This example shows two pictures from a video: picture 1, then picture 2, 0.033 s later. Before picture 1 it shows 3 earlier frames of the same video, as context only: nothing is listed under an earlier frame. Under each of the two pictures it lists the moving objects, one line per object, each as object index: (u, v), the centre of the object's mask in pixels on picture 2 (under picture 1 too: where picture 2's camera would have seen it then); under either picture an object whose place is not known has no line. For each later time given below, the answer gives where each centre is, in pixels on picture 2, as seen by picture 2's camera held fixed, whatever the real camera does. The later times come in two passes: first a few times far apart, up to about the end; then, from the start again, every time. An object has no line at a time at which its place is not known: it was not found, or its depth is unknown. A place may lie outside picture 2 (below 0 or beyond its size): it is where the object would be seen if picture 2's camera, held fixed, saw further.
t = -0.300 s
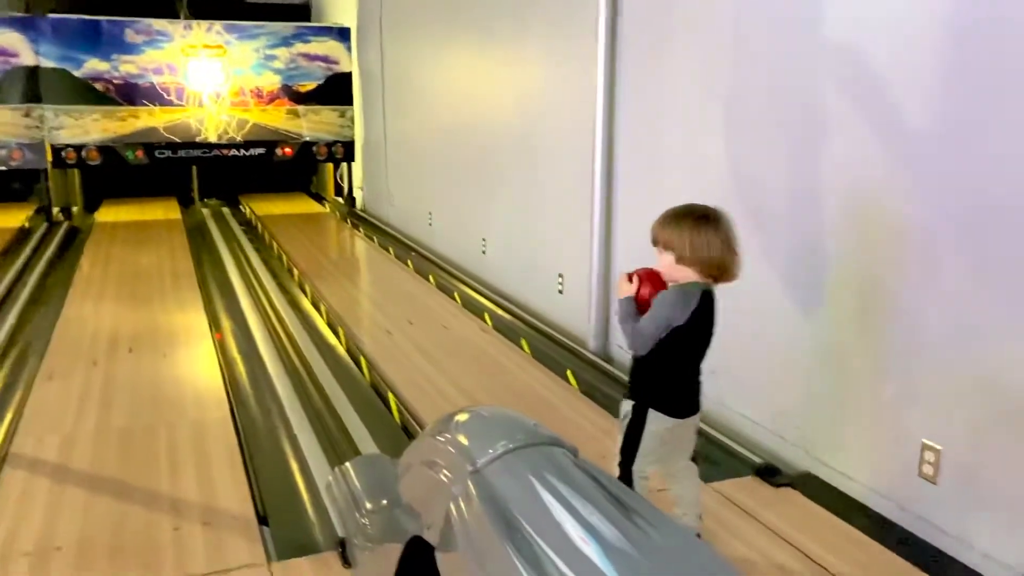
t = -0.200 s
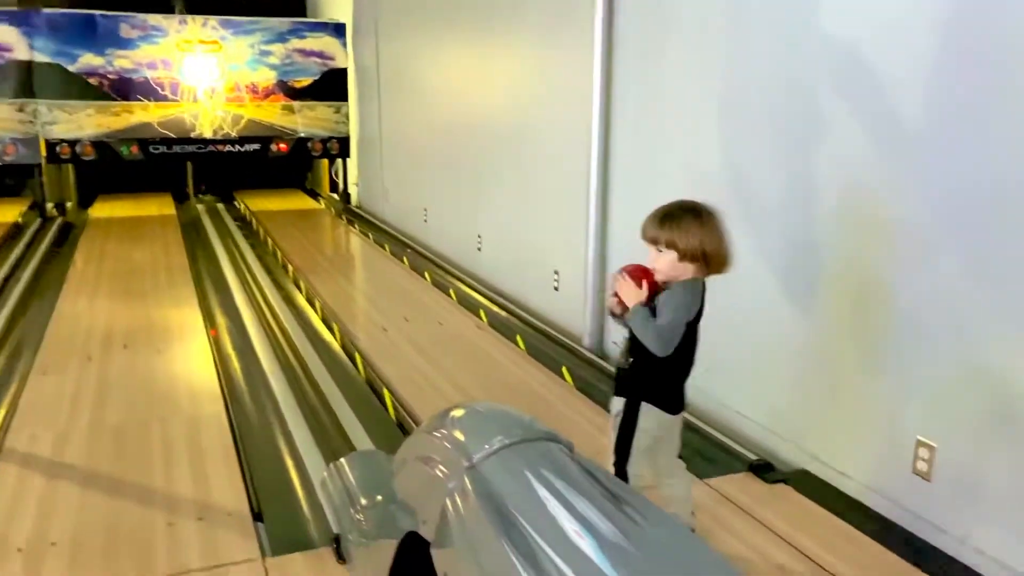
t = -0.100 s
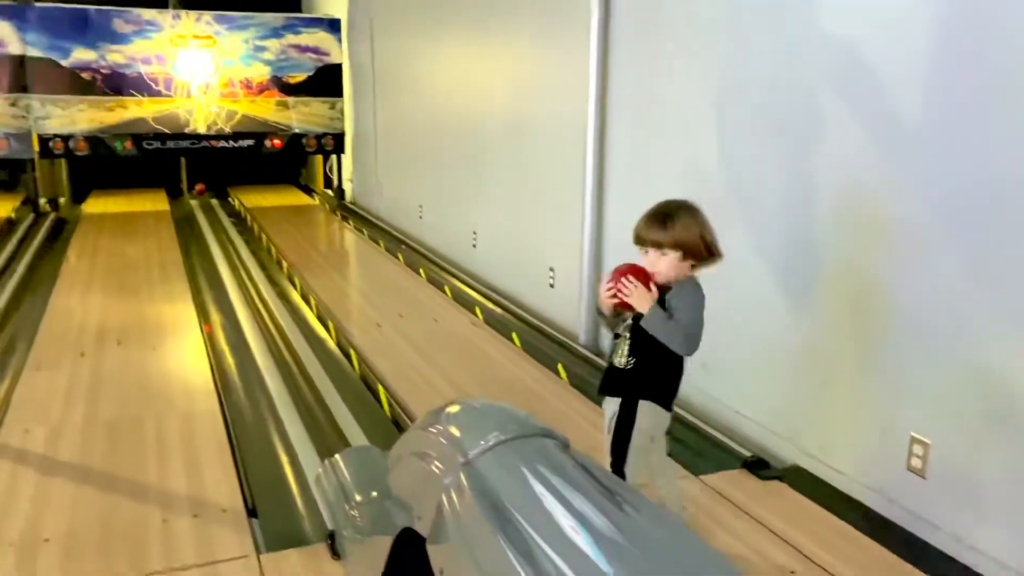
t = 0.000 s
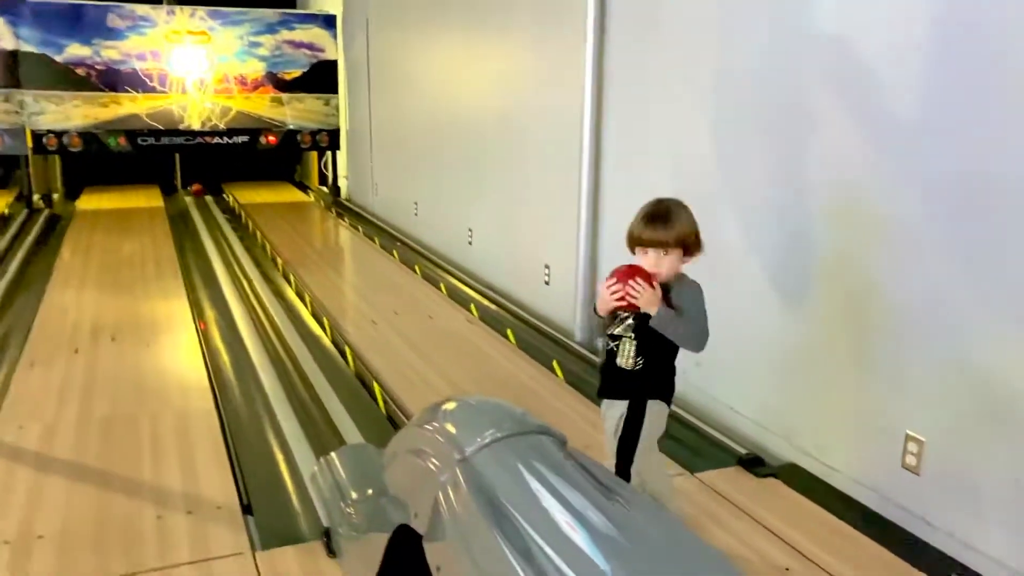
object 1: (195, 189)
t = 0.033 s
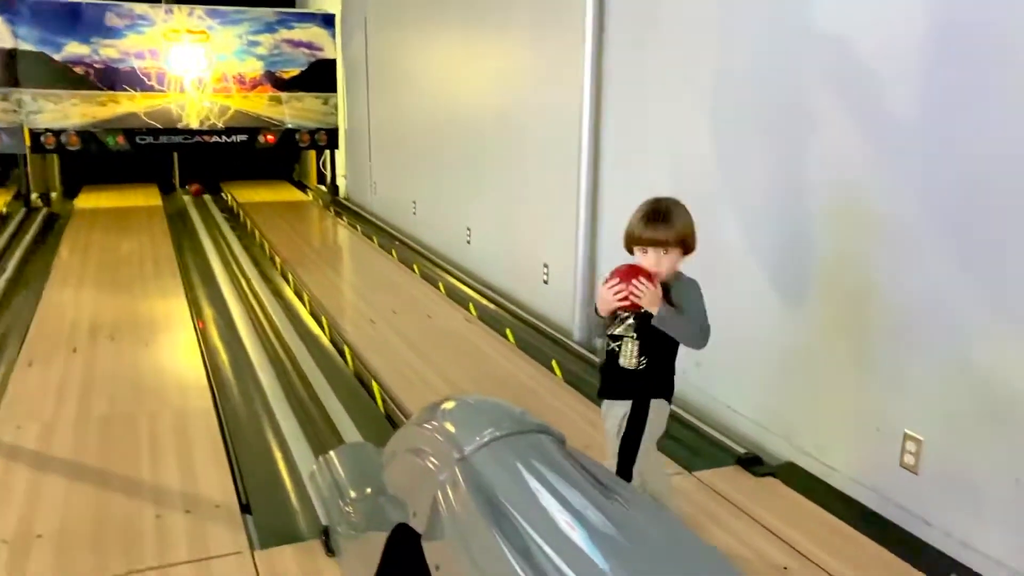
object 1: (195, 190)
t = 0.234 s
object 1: (201, 199)
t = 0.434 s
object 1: (208, 212)
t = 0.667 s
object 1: (217, 227)
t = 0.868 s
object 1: (225, 242)
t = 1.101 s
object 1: (236, 265)
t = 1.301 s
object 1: (251, 288)
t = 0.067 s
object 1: (196, 191)
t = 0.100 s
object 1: (197, 193)
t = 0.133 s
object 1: (198, 194)
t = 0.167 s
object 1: (199, 195)
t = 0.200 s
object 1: (200, 197)
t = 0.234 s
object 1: (201, 199)
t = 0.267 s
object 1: (202, 201)
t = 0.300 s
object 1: (204, 203)
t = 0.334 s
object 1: (205, 205)
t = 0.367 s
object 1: (206, 207)
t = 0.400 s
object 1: (207, 209)
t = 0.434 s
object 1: (208, 212)
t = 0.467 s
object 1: (209, 213)
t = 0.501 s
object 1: (211, 215)
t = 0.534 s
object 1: (212, 217)
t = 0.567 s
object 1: (213, 219)
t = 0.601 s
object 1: (214, 221)
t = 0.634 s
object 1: (216, 225)
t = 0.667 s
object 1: (217, 227)
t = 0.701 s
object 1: (218, 230)
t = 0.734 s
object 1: (219, 232)
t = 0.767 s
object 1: (220, 234)
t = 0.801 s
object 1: (221, 236)
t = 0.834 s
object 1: (223, 238)
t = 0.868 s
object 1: (225, 242)
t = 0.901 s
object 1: (227, 244)
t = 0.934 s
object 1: (228, 248)
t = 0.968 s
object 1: (231, 250)
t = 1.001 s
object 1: (233, 254)
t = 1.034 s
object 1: (234, 258)
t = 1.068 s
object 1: (235, 261)
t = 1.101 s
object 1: (236, 265)
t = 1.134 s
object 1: (239, 268)
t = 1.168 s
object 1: (242, 272)
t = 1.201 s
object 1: (244, 275)
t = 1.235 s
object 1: (246, 279)
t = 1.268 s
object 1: (248, 283)
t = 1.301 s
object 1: (251, 288)
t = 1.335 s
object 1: (253, 293)
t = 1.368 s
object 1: (255, 298)
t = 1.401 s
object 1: (258, 302)
